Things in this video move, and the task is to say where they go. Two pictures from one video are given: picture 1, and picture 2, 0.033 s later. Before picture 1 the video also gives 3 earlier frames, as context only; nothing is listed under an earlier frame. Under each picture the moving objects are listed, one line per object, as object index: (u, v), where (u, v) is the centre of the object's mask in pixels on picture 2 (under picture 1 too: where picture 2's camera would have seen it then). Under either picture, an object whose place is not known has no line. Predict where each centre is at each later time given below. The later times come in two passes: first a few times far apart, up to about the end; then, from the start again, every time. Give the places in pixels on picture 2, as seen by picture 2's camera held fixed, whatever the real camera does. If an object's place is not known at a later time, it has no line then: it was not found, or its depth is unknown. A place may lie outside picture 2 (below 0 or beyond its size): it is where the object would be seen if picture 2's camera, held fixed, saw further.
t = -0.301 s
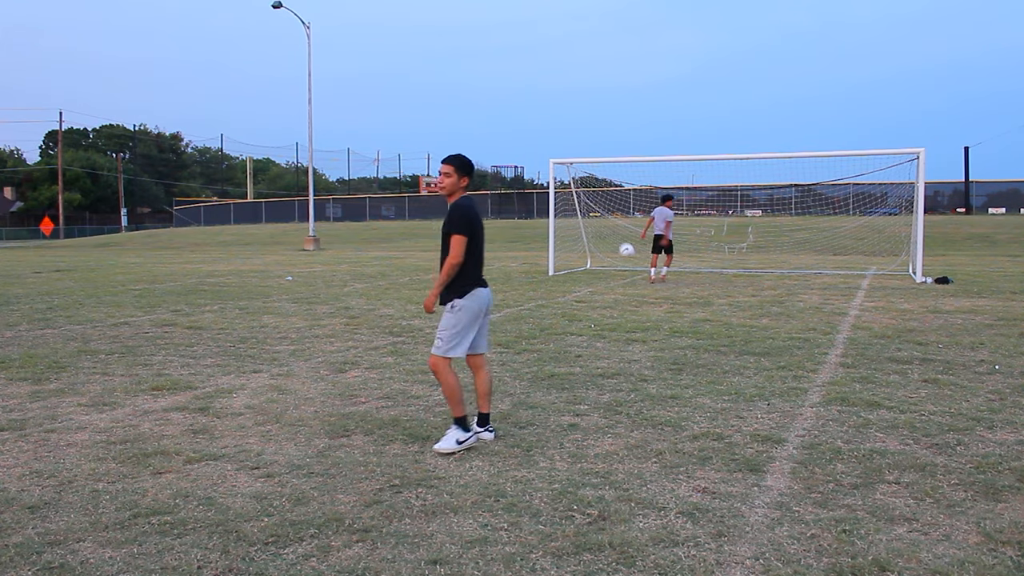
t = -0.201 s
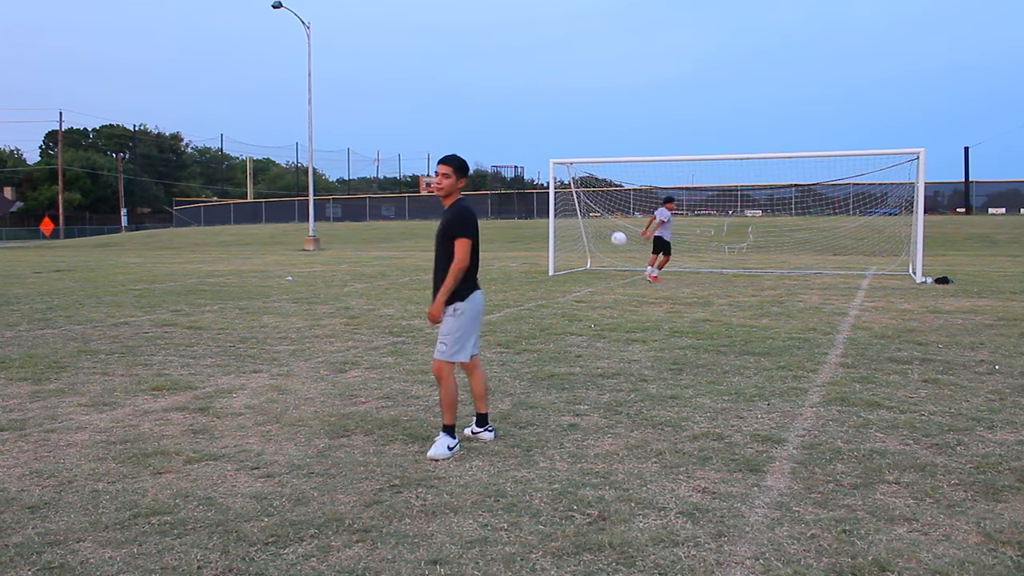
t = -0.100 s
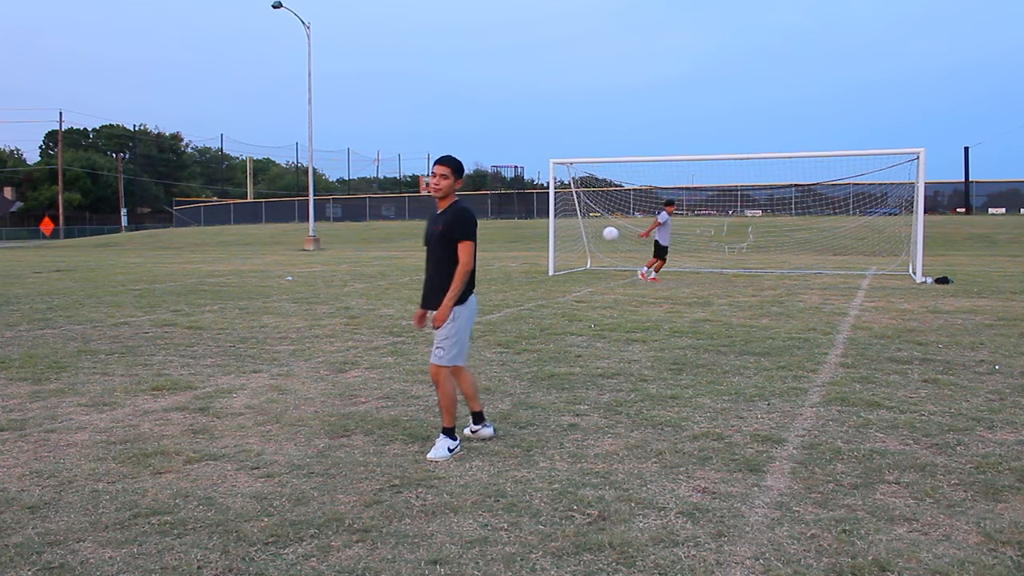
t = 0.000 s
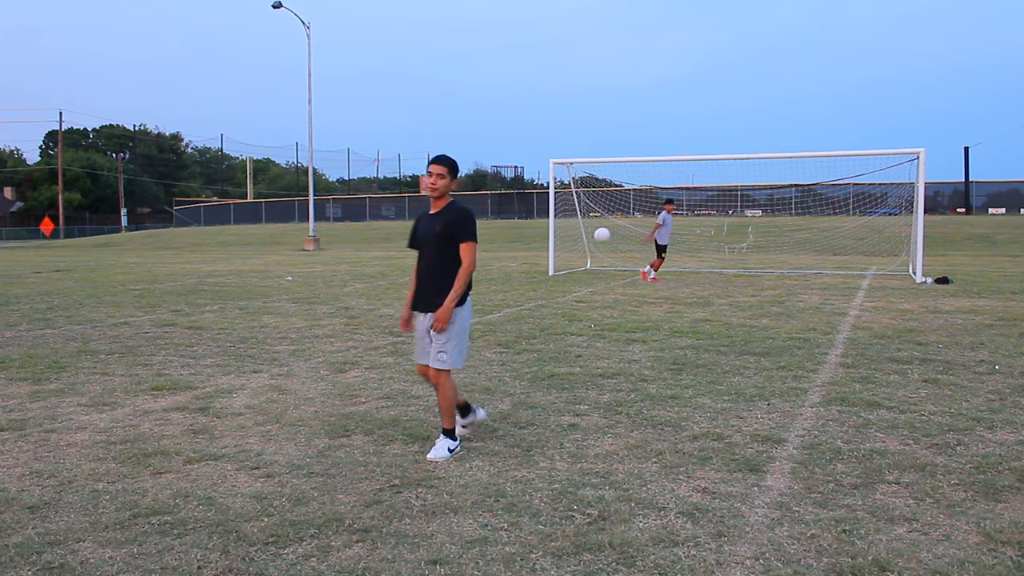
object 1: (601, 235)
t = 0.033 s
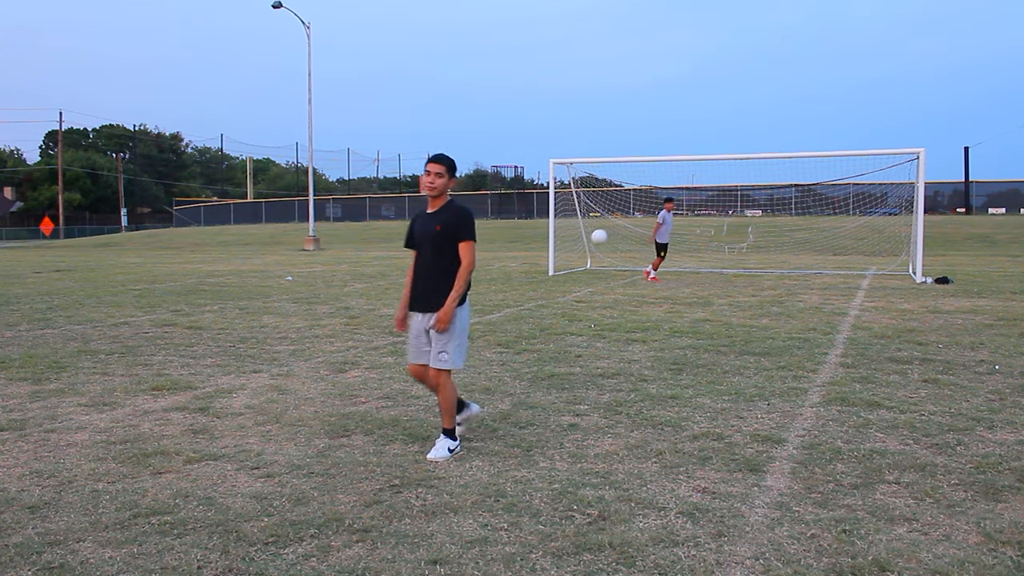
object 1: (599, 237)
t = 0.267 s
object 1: (577, 274)
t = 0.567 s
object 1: (549, 284)
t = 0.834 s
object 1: (523, 285)
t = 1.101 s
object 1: (494, 317)
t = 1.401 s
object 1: (462, 319)
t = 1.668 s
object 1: (424, 340)
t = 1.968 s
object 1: (374, 356)
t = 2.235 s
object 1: (324, 377)
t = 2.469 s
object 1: (274, 392)
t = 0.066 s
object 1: (596, 239)
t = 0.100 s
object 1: (593, 243)
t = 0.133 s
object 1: (590, 247)
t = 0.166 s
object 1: (587, 252)
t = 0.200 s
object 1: (584, 258)
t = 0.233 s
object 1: (581, 265)
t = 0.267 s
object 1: (577, 274)
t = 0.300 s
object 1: (574, 282)
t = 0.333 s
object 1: (571, 292)
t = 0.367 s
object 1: (568, 303)
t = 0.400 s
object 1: (565, 309)
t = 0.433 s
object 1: (562, 303)
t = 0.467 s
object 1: (559, 297)
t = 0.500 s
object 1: (555, 291)
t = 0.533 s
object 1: (553, 287)
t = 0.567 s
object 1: (549, 284)
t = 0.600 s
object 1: (547, 281)
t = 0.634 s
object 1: (543, 279)
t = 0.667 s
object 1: (540, 278)
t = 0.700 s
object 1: (537, 278)
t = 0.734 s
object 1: (533, 278)
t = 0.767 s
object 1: (530, 280)
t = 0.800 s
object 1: (526, 282)
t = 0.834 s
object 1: (523, 285)
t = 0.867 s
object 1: (519, 290)
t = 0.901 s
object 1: (515, 296)
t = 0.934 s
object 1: (512, 301)
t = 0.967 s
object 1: (508, 309)
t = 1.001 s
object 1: (505, 318)
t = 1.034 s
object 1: (501, 325)
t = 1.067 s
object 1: (498, 321)
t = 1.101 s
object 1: (494, 317)
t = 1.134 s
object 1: (490, 314)
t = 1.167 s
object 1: (487, 311)
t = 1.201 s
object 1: (483, 310)
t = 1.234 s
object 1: (480, 309)
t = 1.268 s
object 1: (476, 309)
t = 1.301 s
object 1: (472, 310)
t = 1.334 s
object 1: (468, 312)
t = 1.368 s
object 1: (465, 315)
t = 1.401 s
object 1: (462, 319)
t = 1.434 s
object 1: (458, 326)
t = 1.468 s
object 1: (453, 332)
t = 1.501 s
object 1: (449, 340)
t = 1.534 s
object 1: (444, 341)
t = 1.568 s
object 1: (439, 340)
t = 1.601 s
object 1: (434, 339)
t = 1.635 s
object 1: (429, 339)
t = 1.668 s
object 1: (424, 340)
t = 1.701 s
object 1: (419, 342)
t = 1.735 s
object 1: (414, 346)
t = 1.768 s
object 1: (408, 351)
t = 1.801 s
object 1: (402, 354)
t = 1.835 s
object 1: (397, 353)
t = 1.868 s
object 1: (391, 352)
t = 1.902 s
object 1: (385, 352)
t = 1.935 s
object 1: (380, 353)
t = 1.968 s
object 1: (374, 356)
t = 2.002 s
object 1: (367, 360)
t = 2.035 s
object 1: (362, 365)
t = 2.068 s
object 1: (355, 365)
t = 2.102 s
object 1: (349, 365)
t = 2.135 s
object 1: (343, 366)
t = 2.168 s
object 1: (337, 369)
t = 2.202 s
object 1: (331, 373)
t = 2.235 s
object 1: (324, 377)
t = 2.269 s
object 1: (317, 378)
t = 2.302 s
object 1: (310, 377)
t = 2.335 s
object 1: (303, 379)
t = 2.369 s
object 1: (296, 384)
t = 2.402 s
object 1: (288, 388)
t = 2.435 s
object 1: (281, 391)
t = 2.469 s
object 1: (274, 392)
